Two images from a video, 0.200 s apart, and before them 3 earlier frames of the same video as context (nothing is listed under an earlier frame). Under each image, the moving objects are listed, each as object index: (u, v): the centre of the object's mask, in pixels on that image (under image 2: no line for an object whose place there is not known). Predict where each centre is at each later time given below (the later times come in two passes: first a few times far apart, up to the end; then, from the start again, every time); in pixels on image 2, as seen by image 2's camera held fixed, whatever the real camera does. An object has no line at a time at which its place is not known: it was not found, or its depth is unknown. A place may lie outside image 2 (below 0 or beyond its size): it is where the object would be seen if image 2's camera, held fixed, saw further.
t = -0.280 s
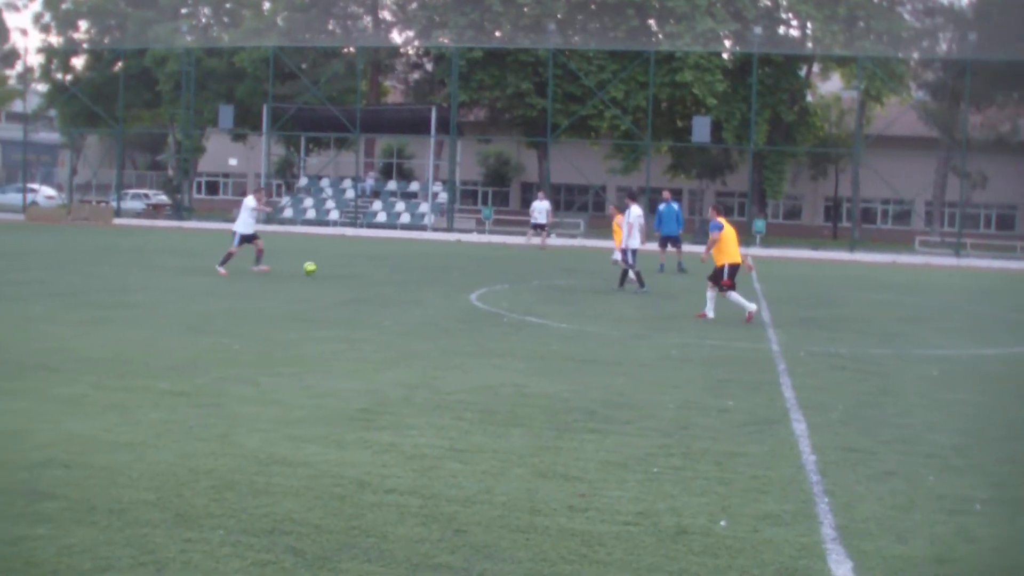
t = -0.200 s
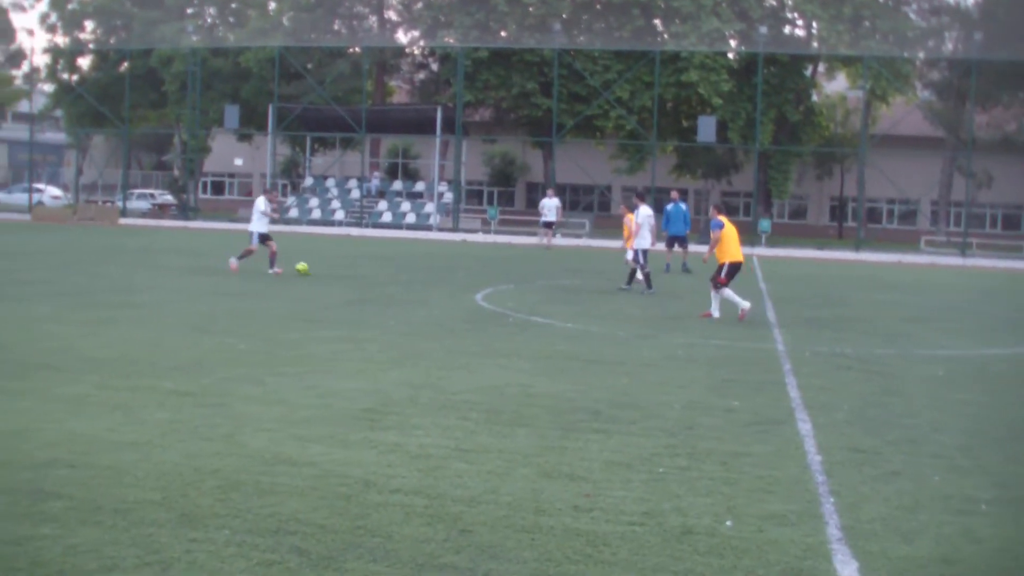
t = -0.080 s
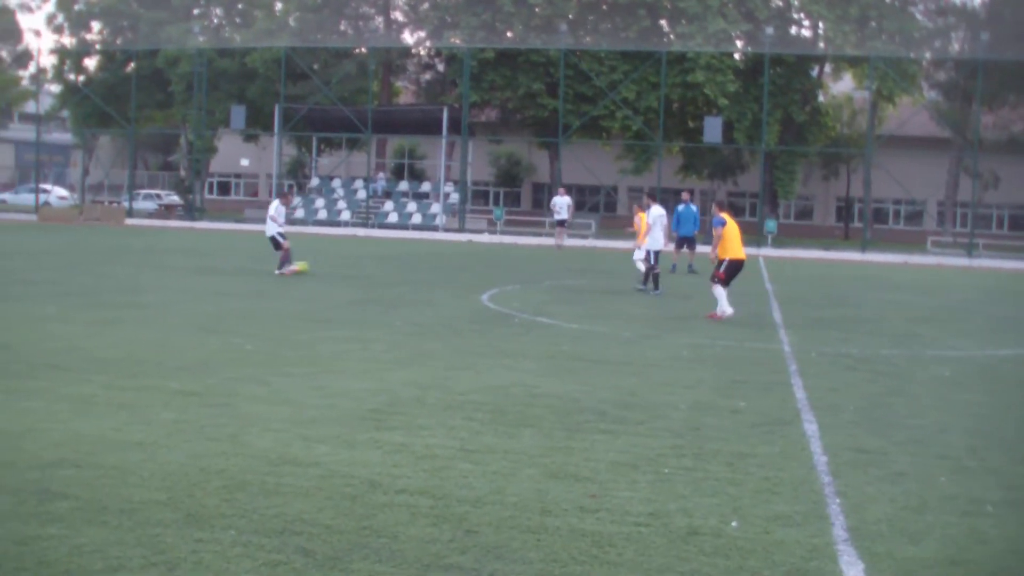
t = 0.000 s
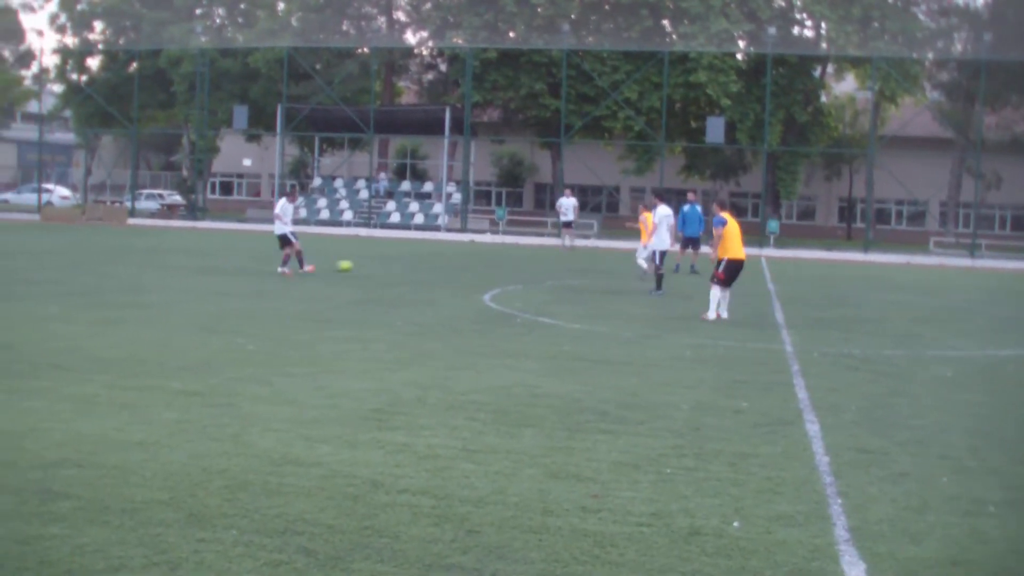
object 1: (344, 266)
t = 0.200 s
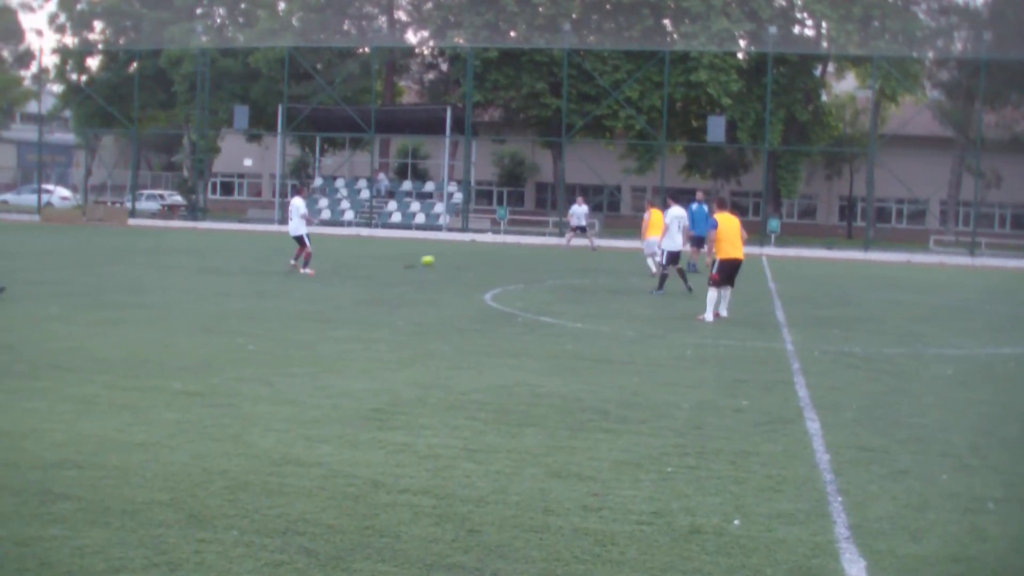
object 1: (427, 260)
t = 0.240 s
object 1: (441, 260)
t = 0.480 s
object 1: (504, 257)
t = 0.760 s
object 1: (552, 252)
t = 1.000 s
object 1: (584, 252)
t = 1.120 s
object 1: (598, 251)
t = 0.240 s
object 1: (441, 260)
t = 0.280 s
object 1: (453, 260)
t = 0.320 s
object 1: (464, 259)
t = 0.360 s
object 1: (475, 257)
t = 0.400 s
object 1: (485, 256)
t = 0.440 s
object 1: (494, 256)
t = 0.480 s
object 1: (504, 257)
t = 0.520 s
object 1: (512, 257)
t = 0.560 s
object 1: (519, 255)
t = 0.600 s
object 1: (527, 254)
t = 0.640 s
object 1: (533, 254)
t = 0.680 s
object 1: (540, 255)
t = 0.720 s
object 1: (546, 254)
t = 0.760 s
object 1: (552, 252)
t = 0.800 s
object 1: (558, 251)
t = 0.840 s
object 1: (564, 251)
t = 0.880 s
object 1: (569, 252)
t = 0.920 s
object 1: (574, 253)
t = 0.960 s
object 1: (579, 253)
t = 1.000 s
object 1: (584, 252)
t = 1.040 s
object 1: (589, 252)
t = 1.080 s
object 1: (594, 252)
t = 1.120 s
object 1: (598, 251)
